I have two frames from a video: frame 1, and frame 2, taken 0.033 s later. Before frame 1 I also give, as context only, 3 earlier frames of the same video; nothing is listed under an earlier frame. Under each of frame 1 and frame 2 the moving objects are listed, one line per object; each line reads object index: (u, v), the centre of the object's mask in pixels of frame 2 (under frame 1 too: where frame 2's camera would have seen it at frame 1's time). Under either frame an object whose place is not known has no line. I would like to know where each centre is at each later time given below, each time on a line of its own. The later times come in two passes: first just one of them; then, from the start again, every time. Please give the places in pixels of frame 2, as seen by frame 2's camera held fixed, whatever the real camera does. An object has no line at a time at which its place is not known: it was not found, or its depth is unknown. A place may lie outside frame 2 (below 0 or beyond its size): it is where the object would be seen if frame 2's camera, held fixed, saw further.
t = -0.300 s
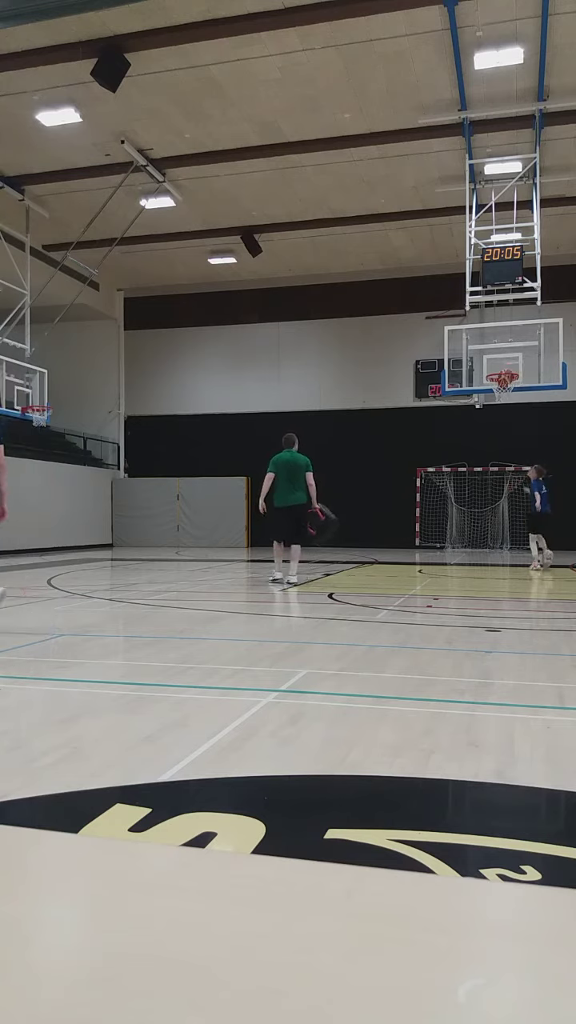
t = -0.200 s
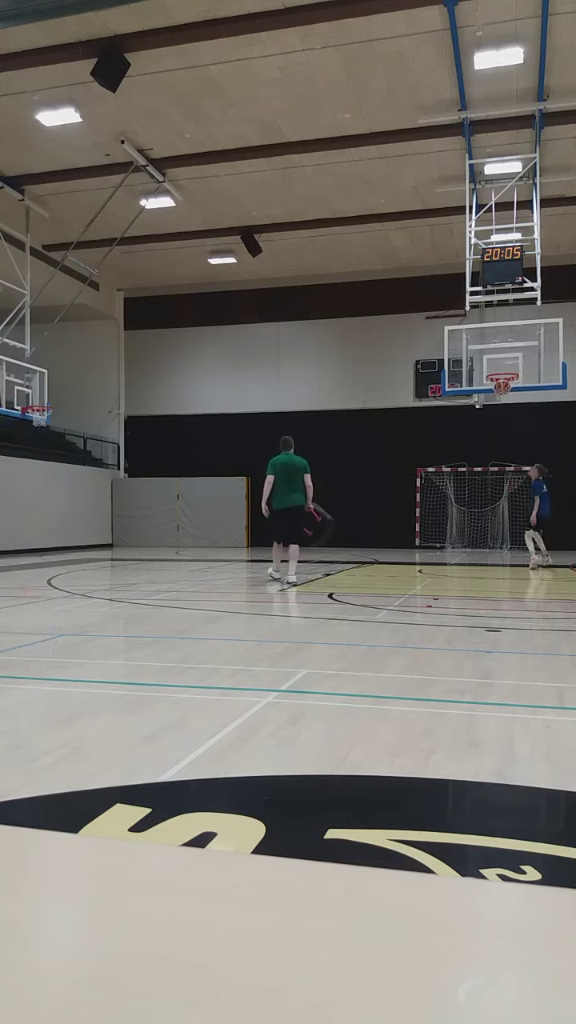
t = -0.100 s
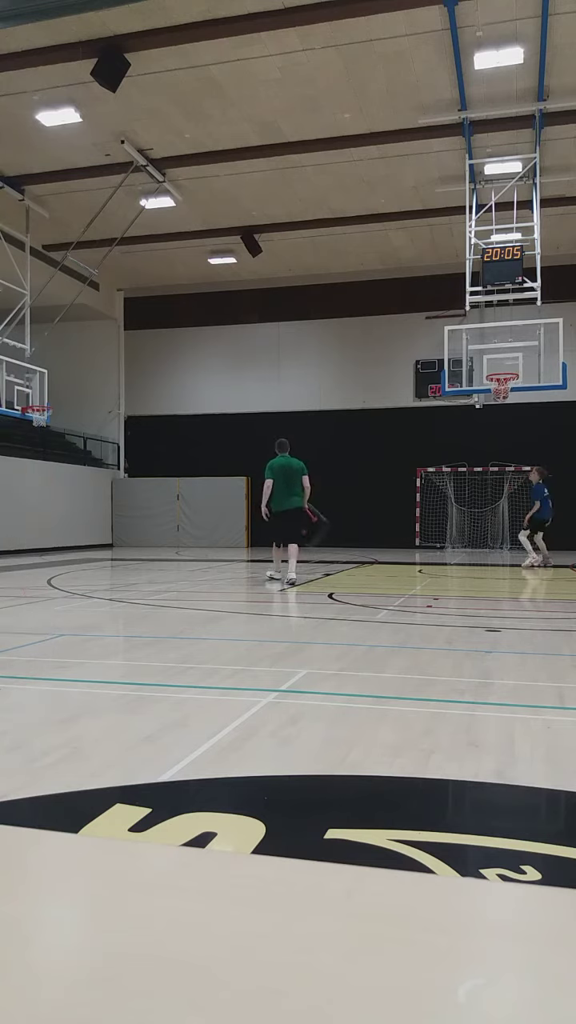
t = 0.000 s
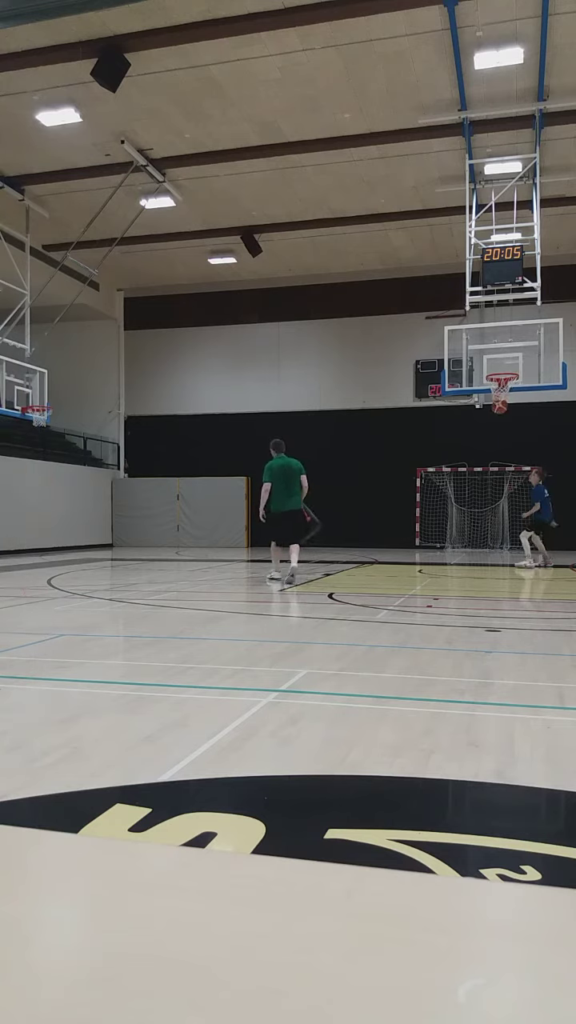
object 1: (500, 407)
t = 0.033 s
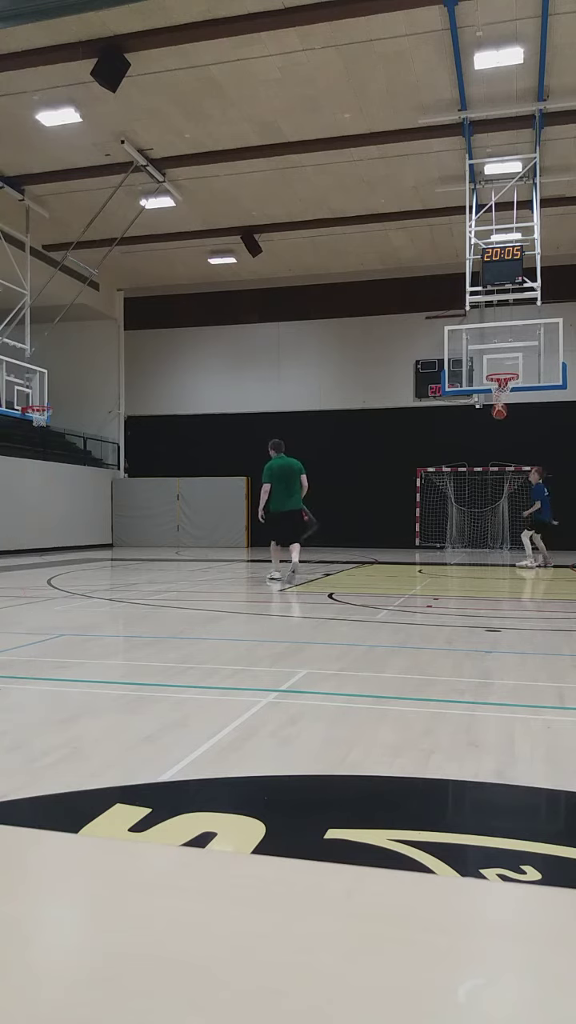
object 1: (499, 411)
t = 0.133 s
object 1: (498, 431)
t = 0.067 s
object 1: (499, 417)
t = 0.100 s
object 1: (498, 424)
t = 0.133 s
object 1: (498, 431)
